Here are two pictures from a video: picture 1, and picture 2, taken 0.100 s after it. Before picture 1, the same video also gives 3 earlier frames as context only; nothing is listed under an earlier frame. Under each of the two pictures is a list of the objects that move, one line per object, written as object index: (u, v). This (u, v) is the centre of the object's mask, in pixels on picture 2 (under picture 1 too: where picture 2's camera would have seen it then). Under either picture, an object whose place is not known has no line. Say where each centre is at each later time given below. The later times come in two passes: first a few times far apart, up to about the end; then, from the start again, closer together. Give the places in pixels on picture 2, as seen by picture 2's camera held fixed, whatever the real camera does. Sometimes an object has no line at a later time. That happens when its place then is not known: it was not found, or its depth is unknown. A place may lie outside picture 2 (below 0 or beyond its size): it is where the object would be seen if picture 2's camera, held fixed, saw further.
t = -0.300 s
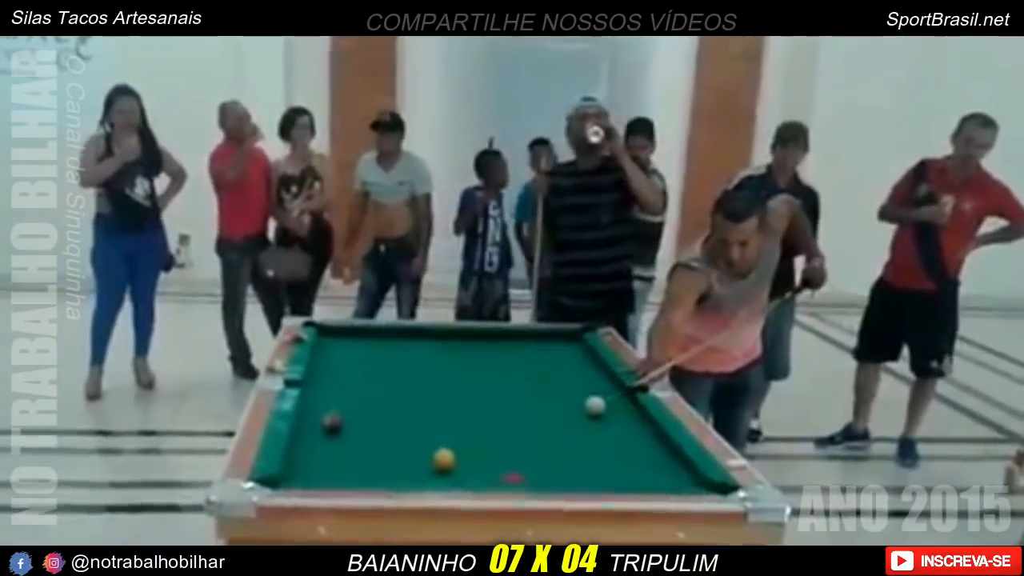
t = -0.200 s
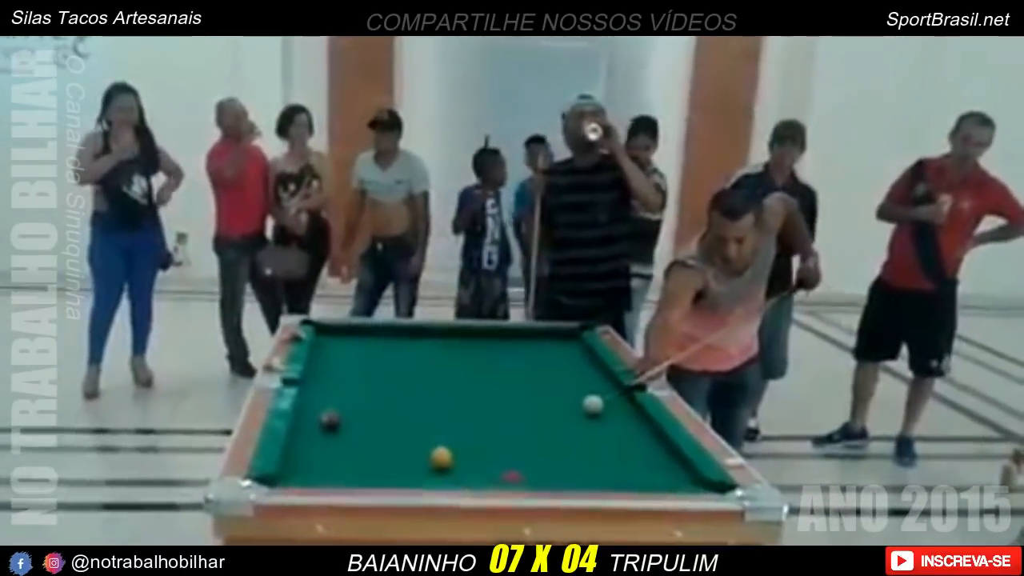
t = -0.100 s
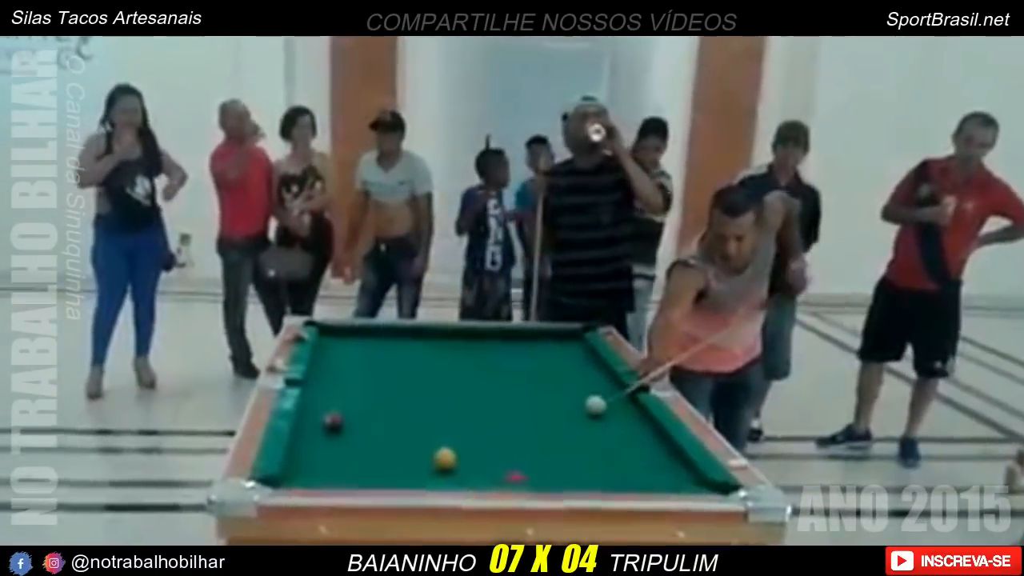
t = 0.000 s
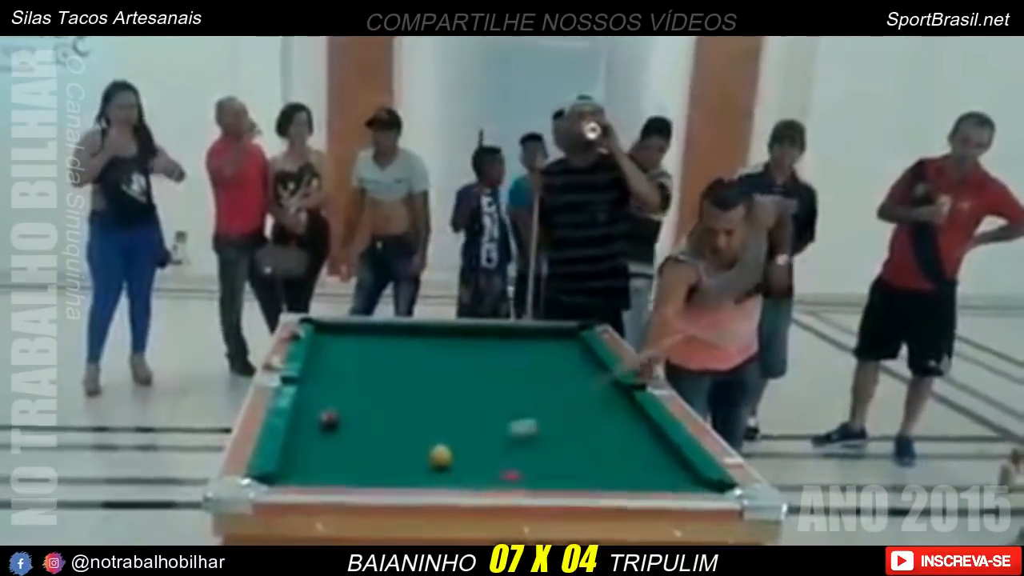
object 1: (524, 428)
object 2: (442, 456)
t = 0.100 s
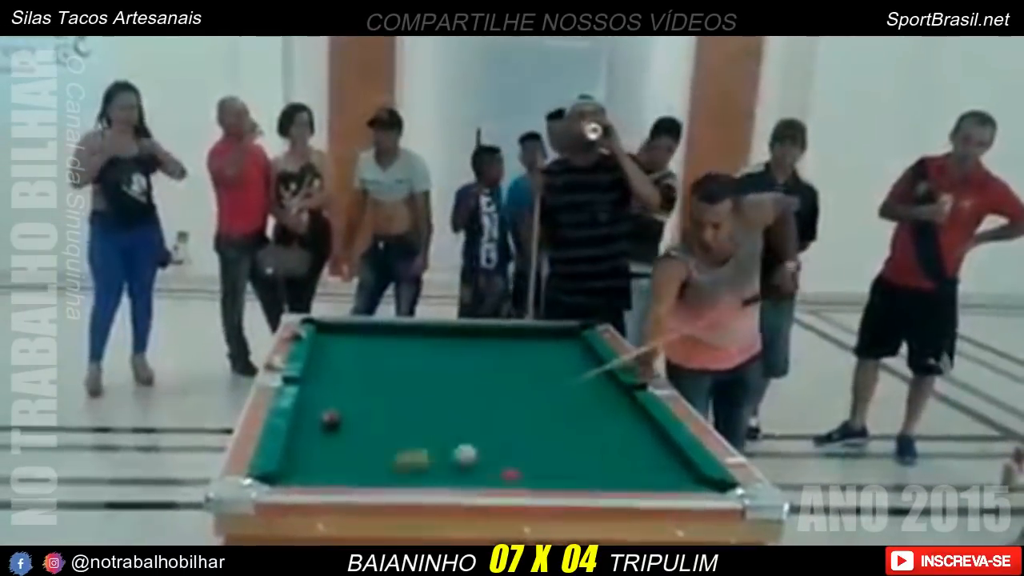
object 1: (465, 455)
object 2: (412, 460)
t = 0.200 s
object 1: (472, 468)
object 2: (288, 474)
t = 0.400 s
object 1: (498, 464)
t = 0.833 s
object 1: (548, 440)
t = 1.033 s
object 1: (566, 428)
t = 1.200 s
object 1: (581, 416)
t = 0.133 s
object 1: (467, 460)
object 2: (372, 465)
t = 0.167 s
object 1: (470, 465)
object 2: (334, 469)
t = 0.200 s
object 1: (472, 468)
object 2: (288, 474)
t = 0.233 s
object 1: (474, 472)
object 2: (272, 479)
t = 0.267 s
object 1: (480, 473)
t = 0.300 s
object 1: (486, 472)
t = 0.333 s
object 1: (490, 469)
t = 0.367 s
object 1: (493, 466)
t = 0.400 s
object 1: (498, 464)
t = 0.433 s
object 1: (503, 461)
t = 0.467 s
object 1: (509, 459)
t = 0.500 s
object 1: (515, 456)
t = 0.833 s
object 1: (548, 440)
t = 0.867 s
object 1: (551, 439)
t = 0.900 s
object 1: (555, 436)
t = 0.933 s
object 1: (557, 434)
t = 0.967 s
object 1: (559, 431)
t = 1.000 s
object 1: (563, 429)
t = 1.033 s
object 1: (566, 428)
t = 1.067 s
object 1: (571, 423)
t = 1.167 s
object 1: (579, 418)
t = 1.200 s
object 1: (581, 416)
